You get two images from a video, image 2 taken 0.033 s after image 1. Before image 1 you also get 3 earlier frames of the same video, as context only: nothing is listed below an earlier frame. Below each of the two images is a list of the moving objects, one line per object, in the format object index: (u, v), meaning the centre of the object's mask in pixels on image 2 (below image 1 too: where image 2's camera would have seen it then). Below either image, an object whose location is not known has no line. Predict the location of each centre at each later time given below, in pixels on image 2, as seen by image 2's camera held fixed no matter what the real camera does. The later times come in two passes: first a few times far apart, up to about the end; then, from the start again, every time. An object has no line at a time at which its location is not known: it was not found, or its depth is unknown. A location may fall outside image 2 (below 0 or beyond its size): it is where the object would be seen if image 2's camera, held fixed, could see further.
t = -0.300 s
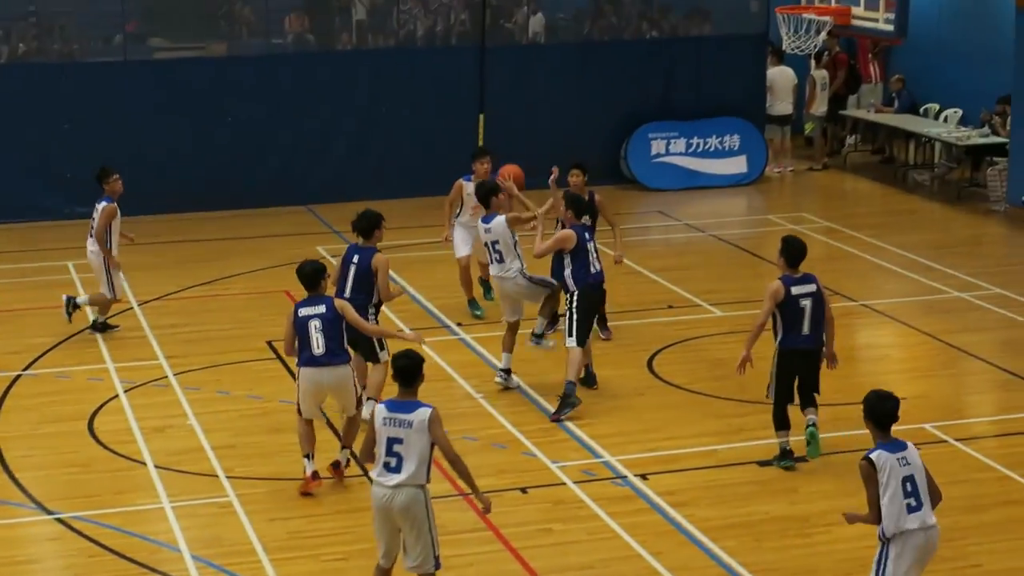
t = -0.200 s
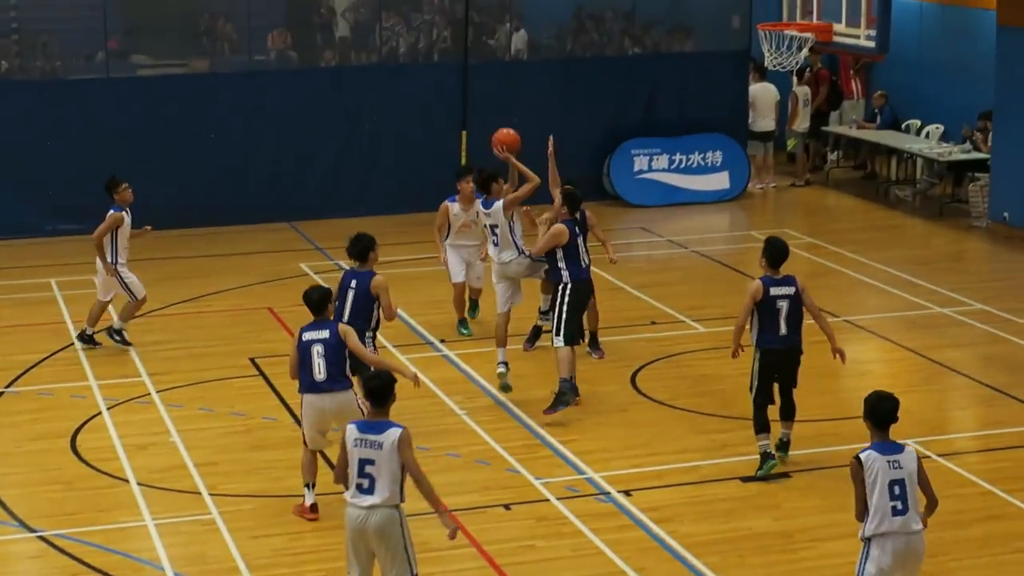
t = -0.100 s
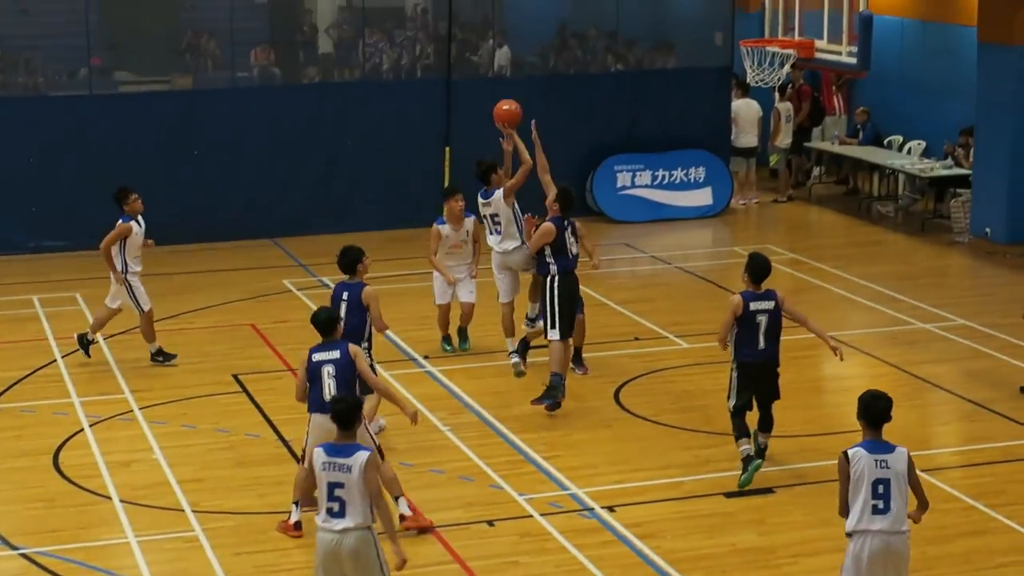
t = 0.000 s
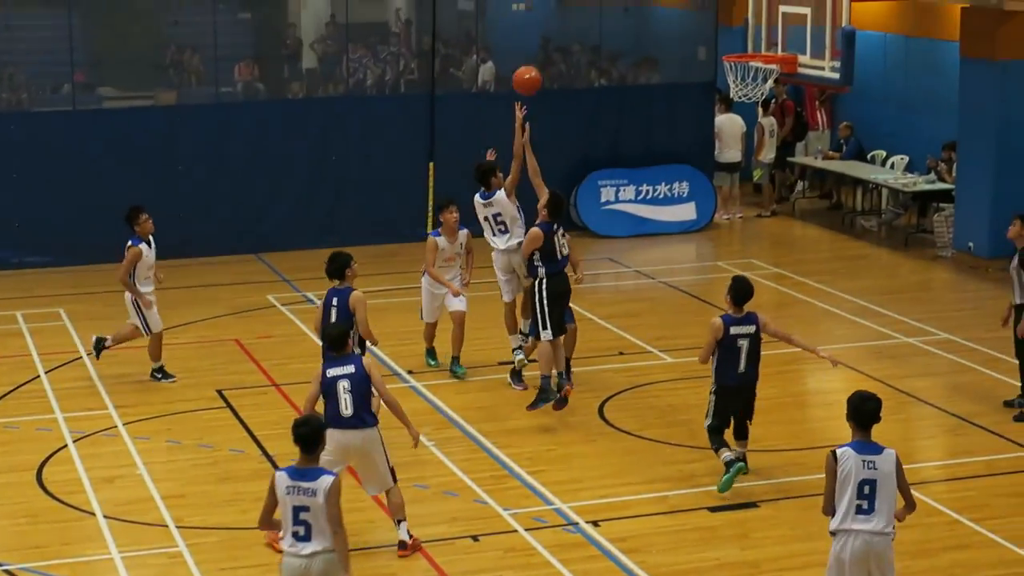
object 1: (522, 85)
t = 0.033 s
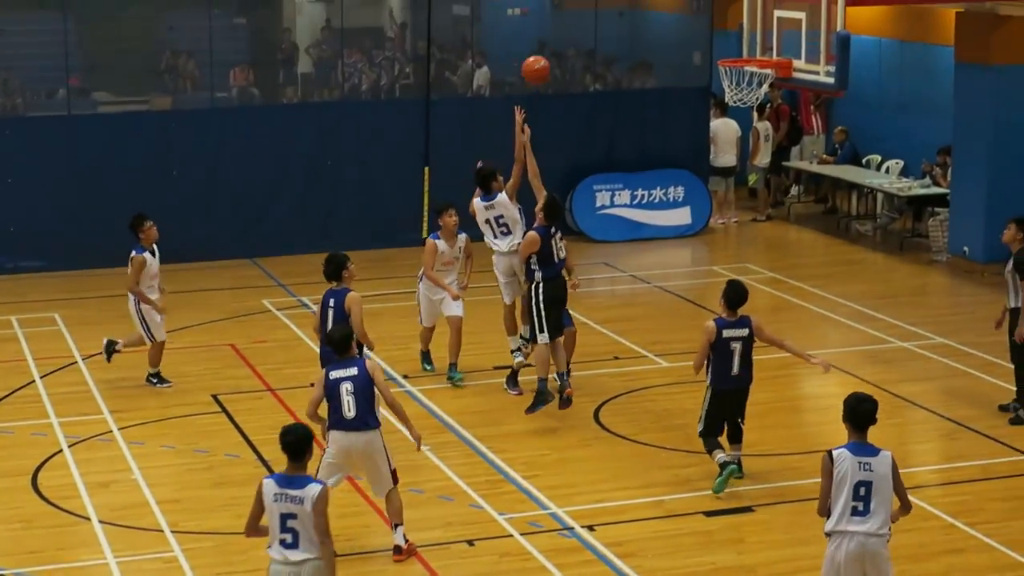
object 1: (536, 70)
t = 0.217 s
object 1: (610, 13)
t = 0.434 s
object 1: (695, -3)
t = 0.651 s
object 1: (743, 32)
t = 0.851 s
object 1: (681, 104)
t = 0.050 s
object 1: (543, 63)
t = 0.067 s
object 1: (549, 56)
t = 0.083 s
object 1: (556, 50)
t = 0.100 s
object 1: (563, 44)
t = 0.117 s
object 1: (569, 39)
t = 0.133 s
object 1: (576, 33)
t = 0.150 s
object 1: (583, 29)
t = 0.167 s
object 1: (590, 24)
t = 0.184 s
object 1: (597, 20)
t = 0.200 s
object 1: (604, 16)
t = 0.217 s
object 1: (610, 13)
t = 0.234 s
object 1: (617, 9)
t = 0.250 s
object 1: (624, 7)
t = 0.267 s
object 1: (630, 4)
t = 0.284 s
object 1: (636, 1)
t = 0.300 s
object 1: (642, 0)
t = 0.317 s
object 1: (649, -2)
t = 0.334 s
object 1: (656, -3)
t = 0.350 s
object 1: (663, -4)
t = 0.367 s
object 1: (670, -4)
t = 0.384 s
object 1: (677, -4)
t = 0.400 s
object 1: (683, -4)
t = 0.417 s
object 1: (689, -3)
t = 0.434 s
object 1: (695, -3)
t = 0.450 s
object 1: (702, -2)
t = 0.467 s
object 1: (708, -1)
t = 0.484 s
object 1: (715, 1)
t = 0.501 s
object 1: (720, 3)
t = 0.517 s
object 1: (727, 4)
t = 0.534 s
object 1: (733, 7)
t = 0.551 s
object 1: (740, 10)
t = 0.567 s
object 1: (746, 15)
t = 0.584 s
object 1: (753, 19)
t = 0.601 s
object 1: (758, 22)
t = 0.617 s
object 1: (754, 25)
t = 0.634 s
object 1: (748, 29)
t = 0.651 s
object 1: (743, 32)
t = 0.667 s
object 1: (738, 36)
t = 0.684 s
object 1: (733, 41)
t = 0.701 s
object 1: (728, 45)
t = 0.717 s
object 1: (722, 49)
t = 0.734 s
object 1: (716, 54)
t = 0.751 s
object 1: (710, 61)
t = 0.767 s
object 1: (706, 69)
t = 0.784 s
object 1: (702, 75)
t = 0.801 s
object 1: (697, 82)
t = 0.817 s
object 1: (691, 89)
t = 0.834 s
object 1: (686, 96)
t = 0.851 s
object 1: (681, 104)
